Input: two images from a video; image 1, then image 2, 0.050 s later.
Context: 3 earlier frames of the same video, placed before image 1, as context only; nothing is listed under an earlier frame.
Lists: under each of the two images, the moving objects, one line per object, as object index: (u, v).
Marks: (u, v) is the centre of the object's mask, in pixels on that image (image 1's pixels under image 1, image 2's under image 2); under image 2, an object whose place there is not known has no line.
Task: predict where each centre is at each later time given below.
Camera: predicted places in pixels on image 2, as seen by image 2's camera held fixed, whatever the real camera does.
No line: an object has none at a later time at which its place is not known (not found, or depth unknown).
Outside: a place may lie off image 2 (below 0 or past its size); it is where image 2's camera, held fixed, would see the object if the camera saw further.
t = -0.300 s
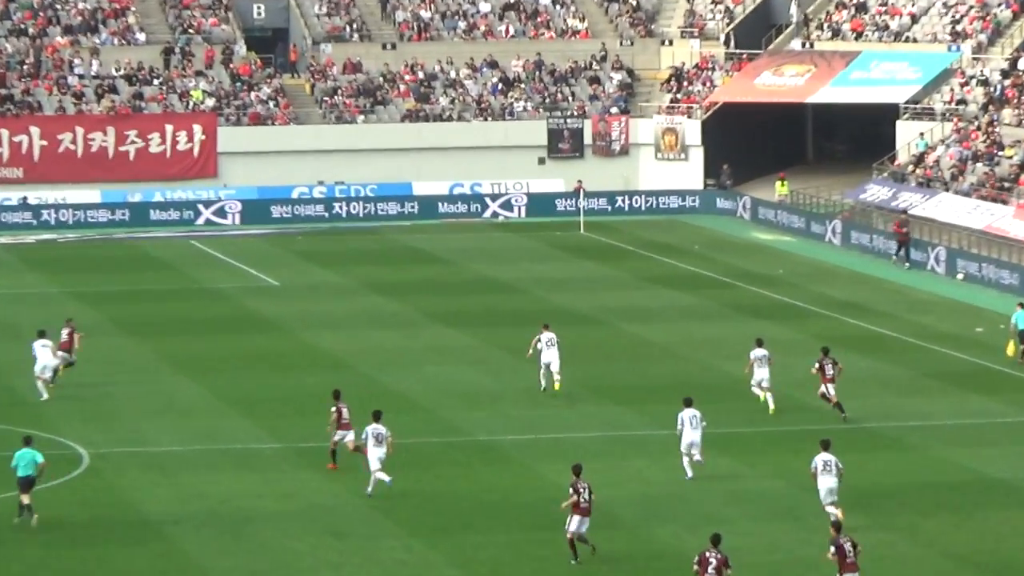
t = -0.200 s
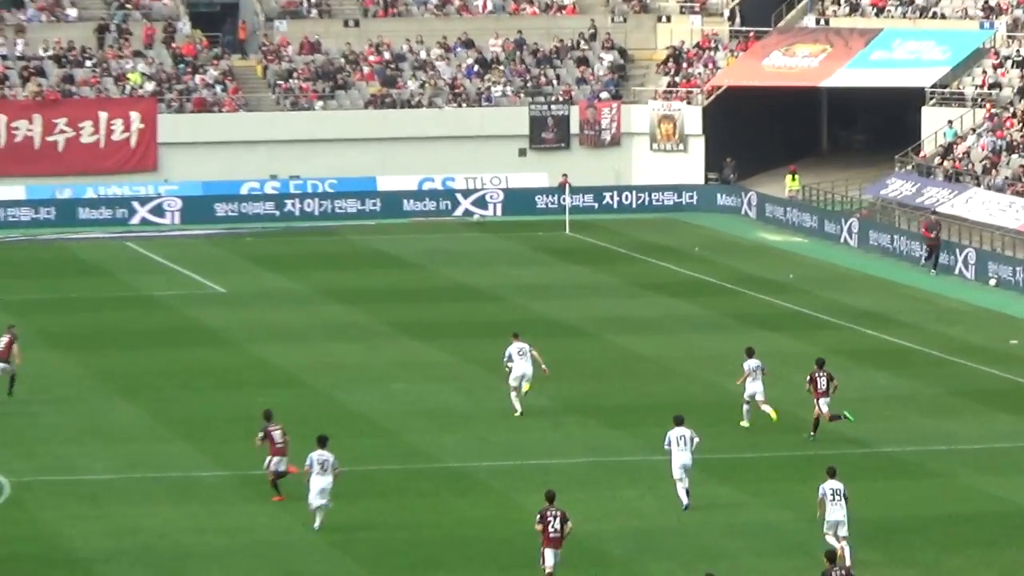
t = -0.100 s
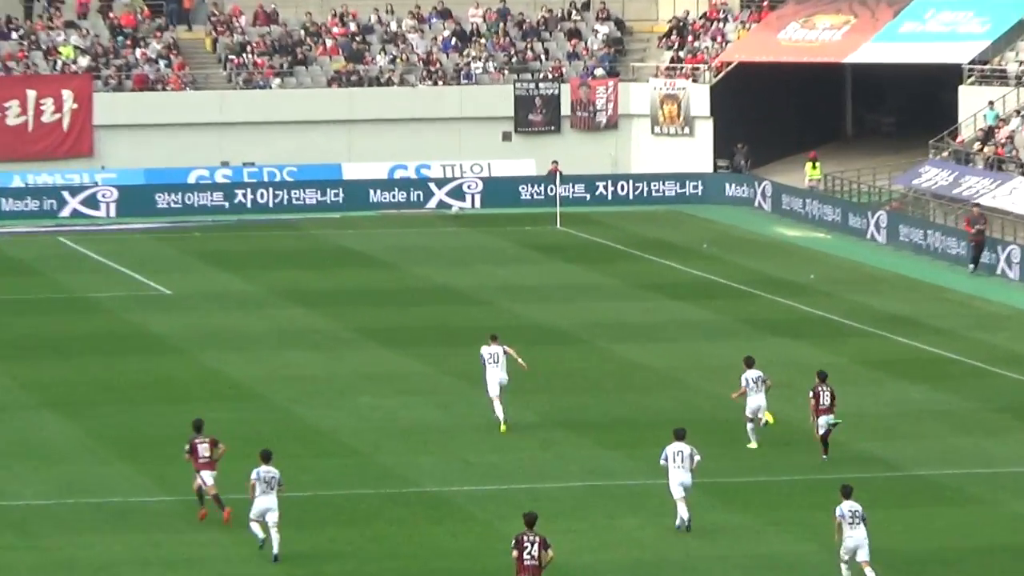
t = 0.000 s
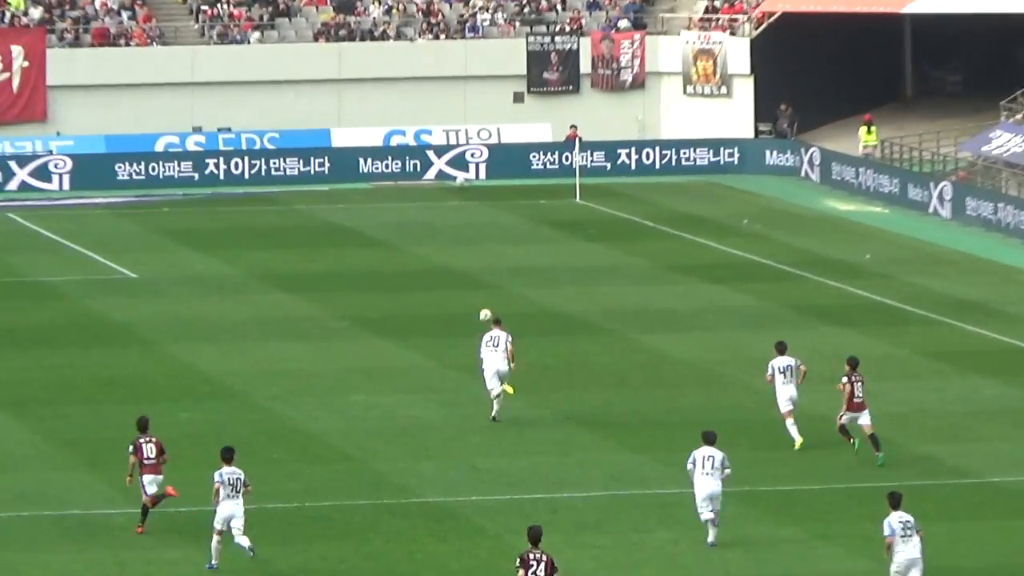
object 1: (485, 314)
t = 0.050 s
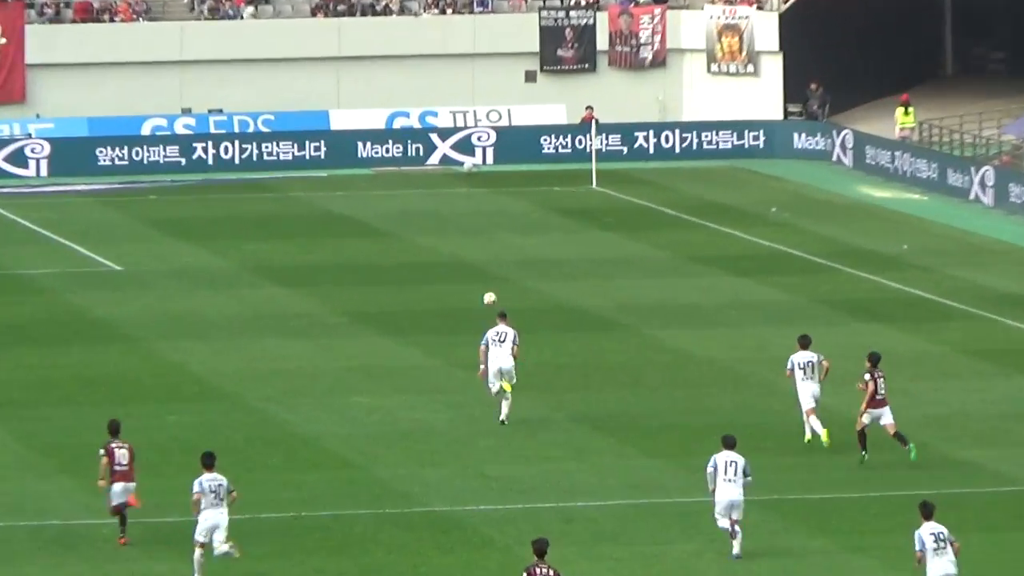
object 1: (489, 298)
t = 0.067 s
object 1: (488, 294)
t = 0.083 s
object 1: (486, 291)
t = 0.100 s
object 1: (484, 288)
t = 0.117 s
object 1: (482, 285)
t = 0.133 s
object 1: (480, 282)
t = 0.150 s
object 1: (478, 280)
